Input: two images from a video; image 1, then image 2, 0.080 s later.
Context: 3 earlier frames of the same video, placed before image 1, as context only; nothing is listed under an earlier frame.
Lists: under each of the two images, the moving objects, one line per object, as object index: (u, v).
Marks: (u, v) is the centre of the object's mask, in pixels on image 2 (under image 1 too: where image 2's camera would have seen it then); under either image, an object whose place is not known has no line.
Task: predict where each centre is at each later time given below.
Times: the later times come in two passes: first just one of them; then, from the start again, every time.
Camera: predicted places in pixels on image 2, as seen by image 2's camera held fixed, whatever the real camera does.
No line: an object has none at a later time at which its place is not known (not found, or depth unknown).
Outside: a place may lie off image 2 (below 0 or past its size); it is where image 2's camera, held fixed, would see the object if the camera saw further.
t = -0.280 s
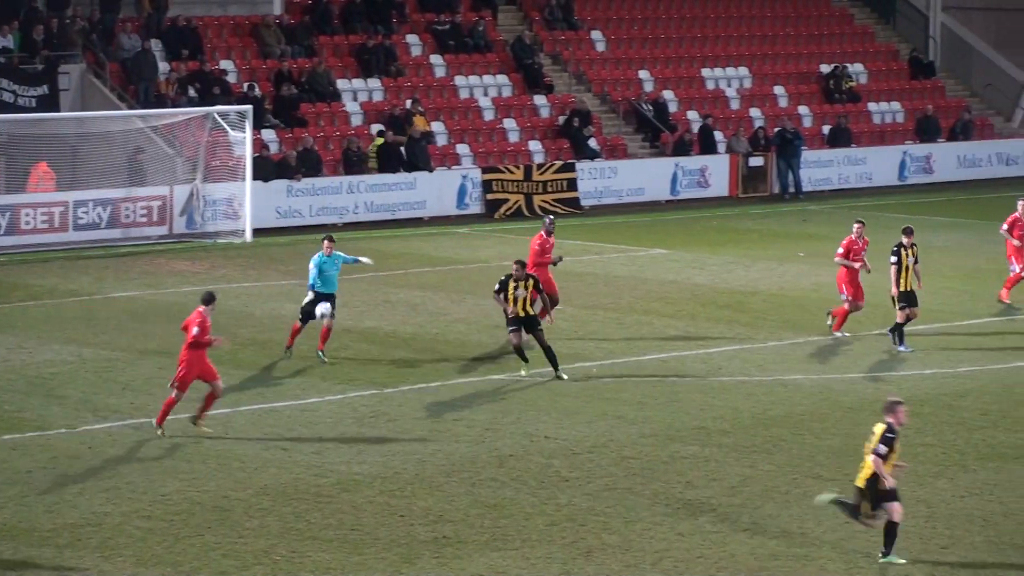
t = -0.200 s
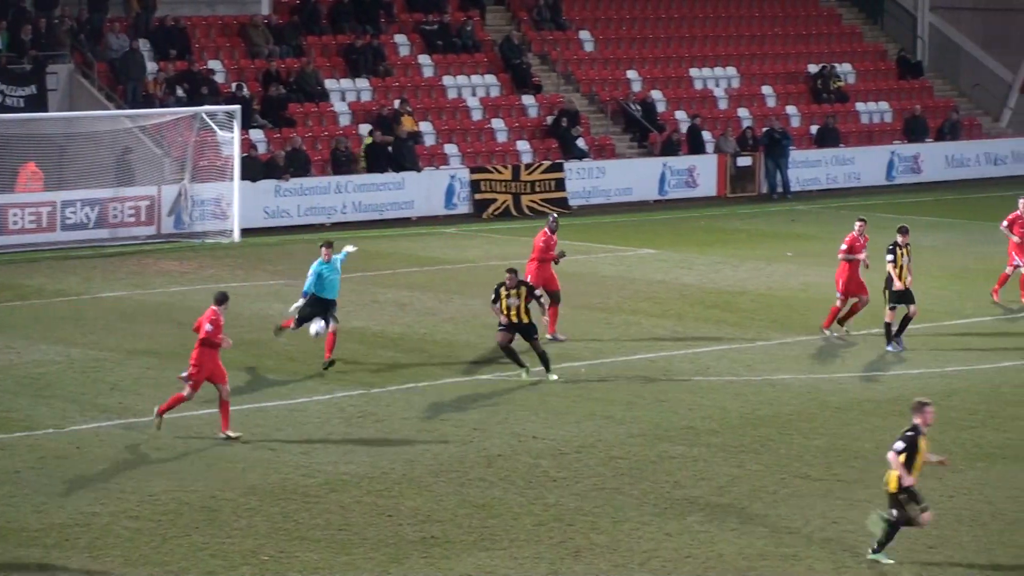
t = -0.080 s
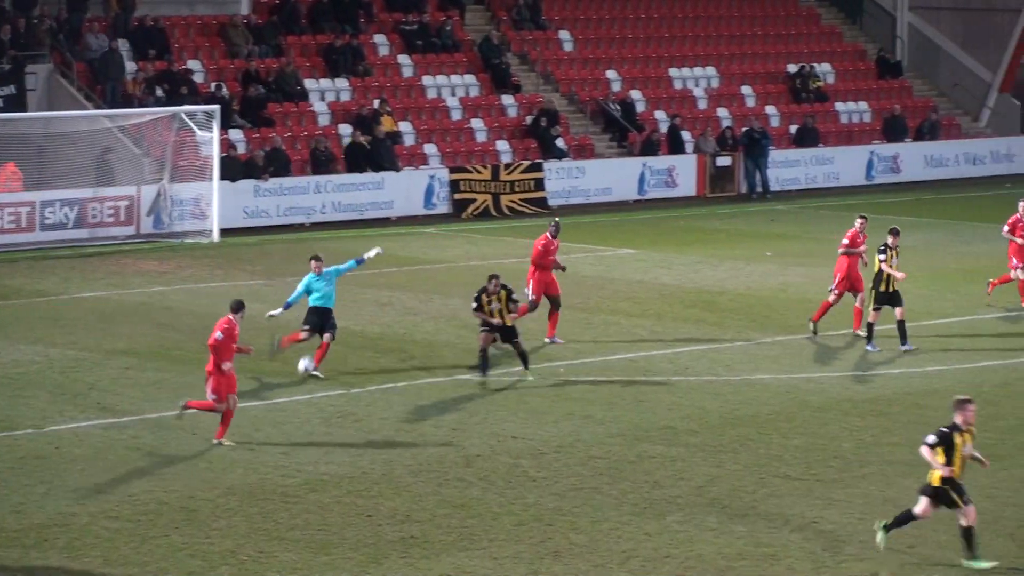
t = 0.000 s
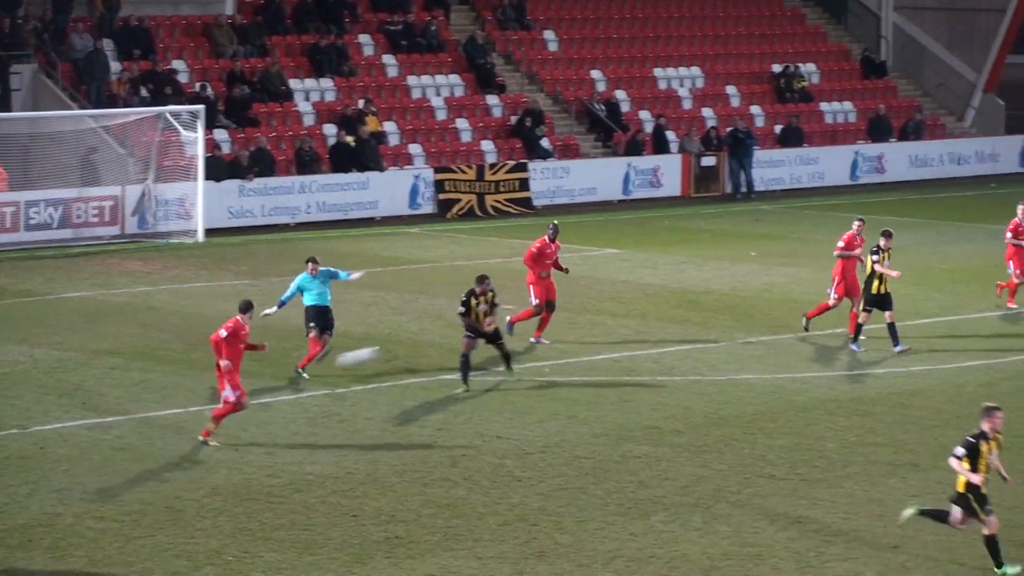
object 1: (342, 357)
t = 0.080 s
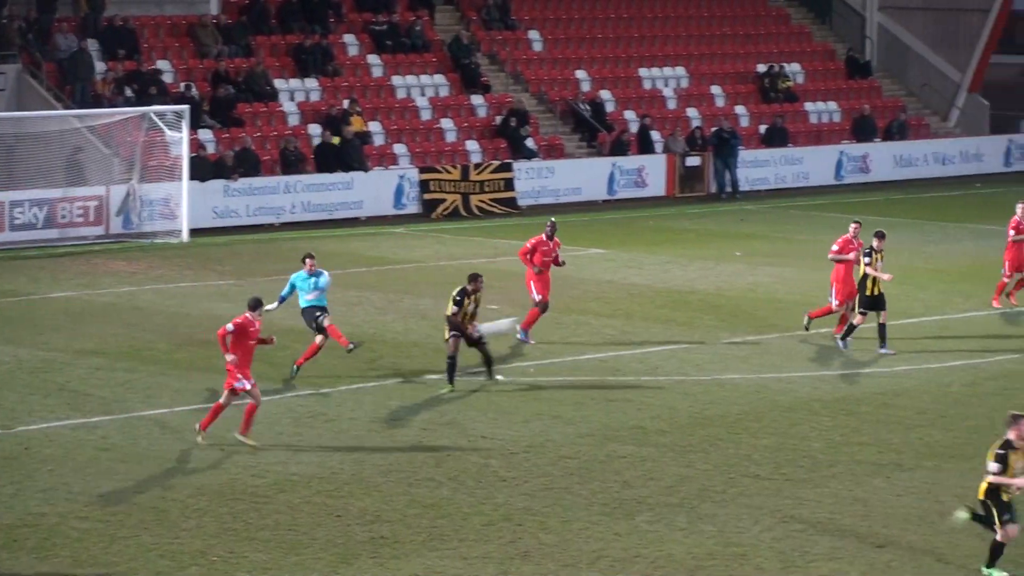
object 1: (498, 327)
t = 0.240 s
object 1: (821, 280)
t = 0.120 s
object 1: (576, 314)
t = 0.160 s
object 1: (655, 301)
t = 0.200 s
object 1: (737, 290)
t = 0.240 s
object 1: (821, 280)
